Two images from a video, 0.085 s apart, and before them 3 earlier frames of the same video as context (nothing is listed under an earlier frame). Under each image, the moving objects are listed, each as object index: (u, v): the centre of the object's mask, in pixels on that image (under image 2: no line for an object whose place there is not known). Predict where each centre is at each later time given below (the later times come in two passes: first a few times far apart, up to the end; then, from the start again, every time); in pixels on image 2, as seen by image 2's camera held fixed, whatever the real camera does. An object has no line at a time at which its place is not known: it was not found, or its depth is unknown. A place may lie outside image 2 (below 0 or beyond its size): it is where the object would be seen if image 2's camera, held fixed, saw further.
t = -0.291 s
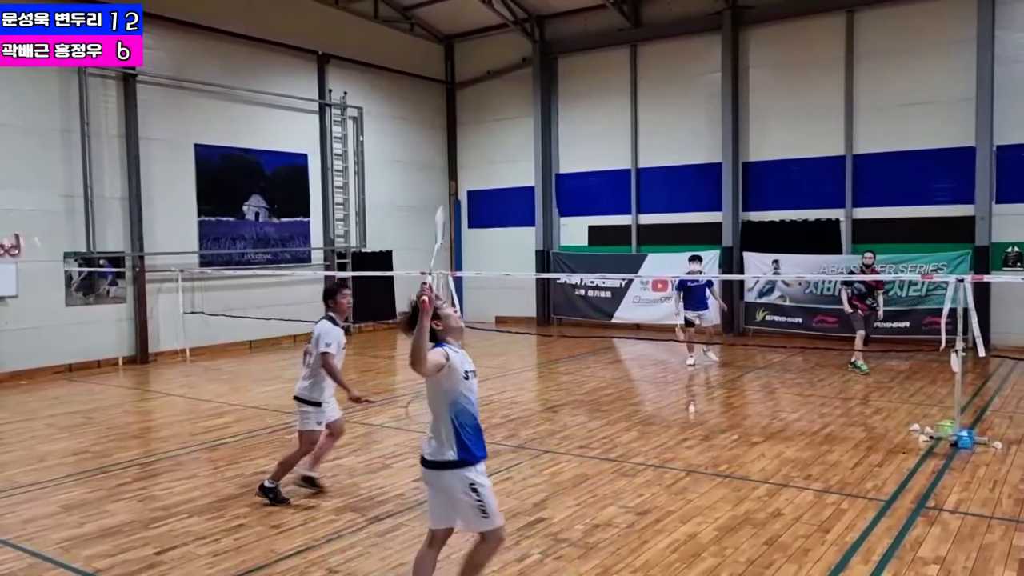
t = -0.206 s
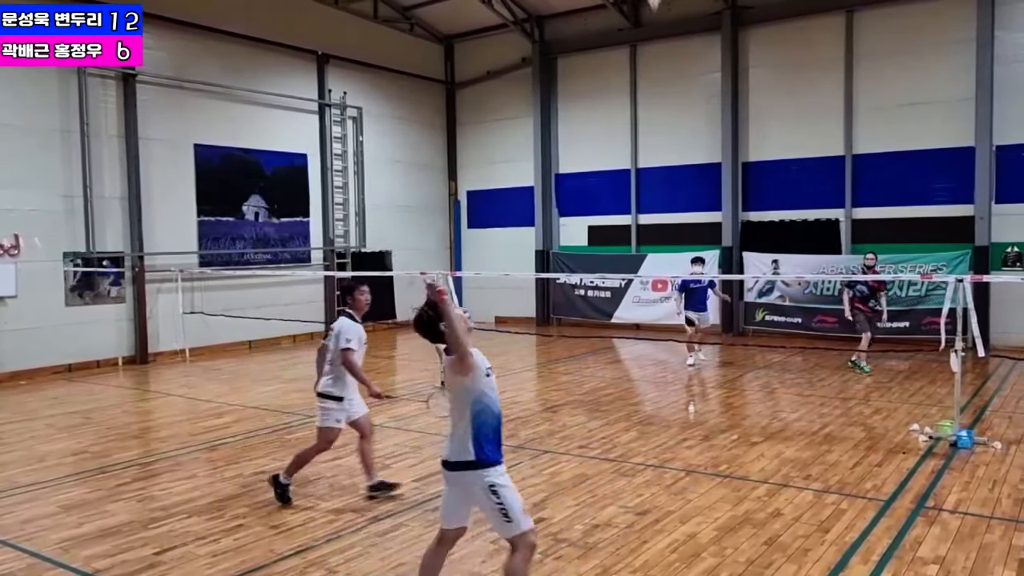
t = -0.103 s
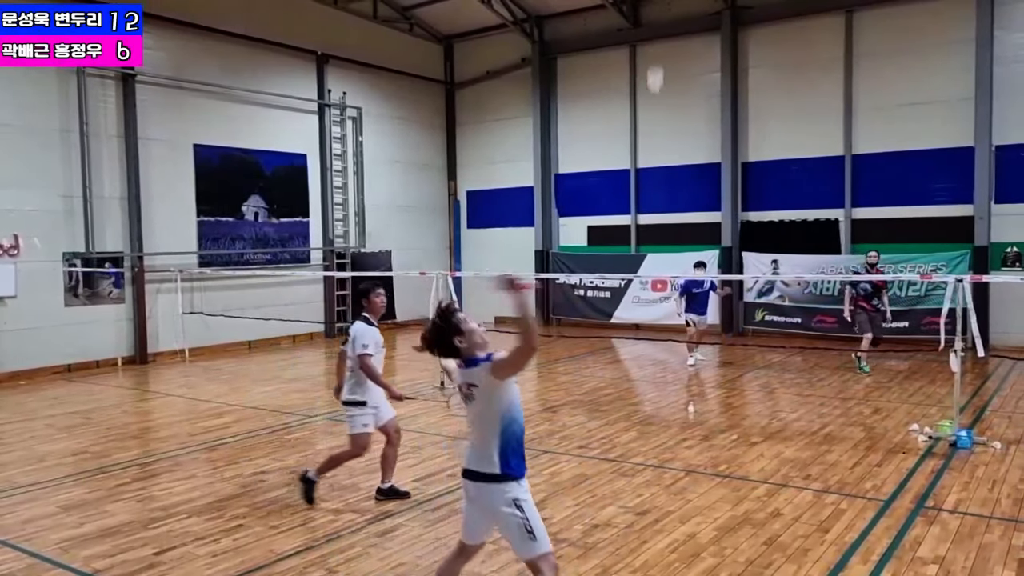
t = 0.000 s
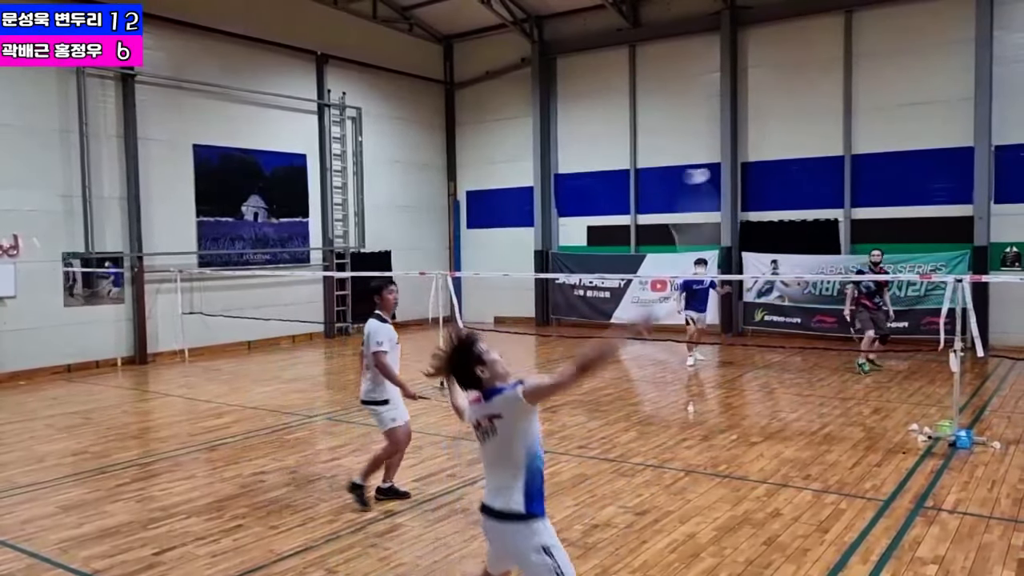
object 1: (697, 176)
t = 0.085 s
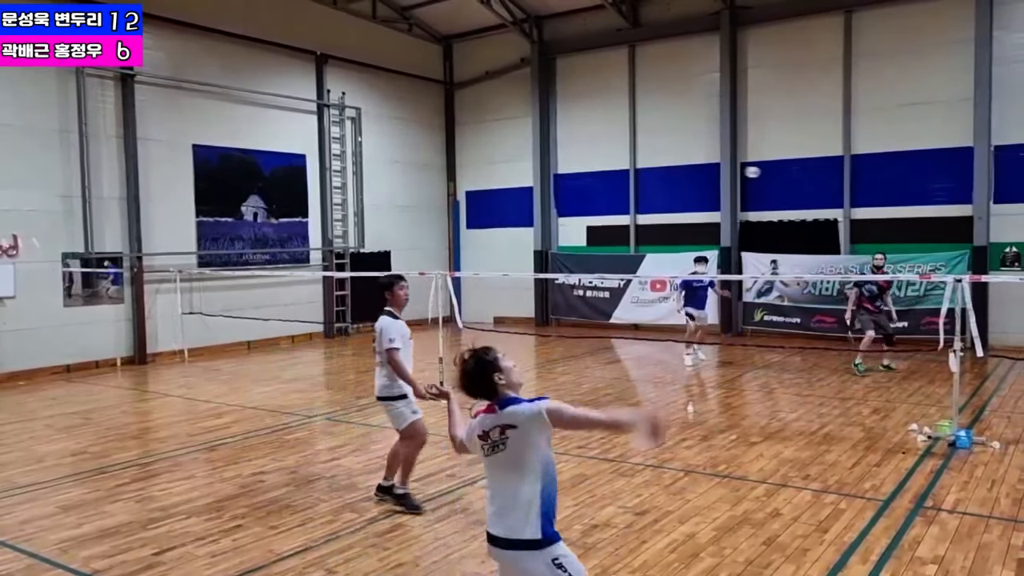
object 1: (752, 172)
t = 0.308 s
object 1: (800, 200)
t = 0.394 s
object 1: (809, 216)
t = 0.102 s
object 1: (759, 173)
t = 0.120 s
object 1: (765, 174)
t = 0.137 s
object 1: (770, 176)
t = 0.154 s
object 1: (774, 178)
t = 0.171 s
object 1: (778, 179)
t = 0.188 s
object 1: (781, 182)
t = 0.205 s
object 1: (785, 184)
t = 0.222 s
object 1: (788, 187)
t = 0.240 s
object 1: (790, 189)
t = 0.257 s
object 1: (792, 192)
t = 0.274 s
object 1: (795, 195)
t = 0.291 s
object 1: (798, 198)
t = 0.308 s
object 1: (800, 200)
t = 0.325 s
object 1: (802, 203)
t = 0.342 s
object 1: (804, 206)
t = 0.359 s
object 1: (806, 210)
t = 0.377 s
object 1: (807, 213)
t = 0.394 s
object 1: (809, 216)
